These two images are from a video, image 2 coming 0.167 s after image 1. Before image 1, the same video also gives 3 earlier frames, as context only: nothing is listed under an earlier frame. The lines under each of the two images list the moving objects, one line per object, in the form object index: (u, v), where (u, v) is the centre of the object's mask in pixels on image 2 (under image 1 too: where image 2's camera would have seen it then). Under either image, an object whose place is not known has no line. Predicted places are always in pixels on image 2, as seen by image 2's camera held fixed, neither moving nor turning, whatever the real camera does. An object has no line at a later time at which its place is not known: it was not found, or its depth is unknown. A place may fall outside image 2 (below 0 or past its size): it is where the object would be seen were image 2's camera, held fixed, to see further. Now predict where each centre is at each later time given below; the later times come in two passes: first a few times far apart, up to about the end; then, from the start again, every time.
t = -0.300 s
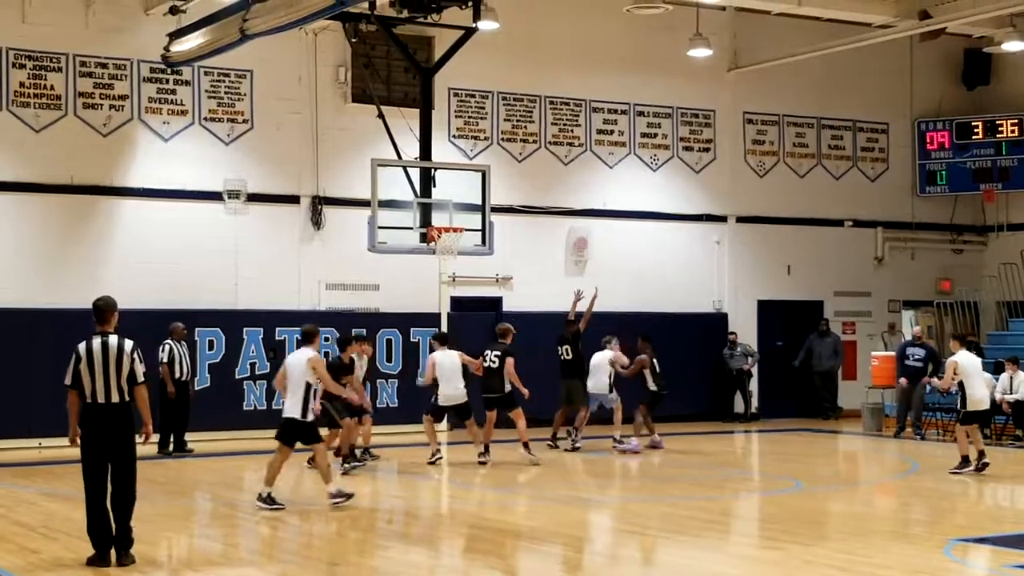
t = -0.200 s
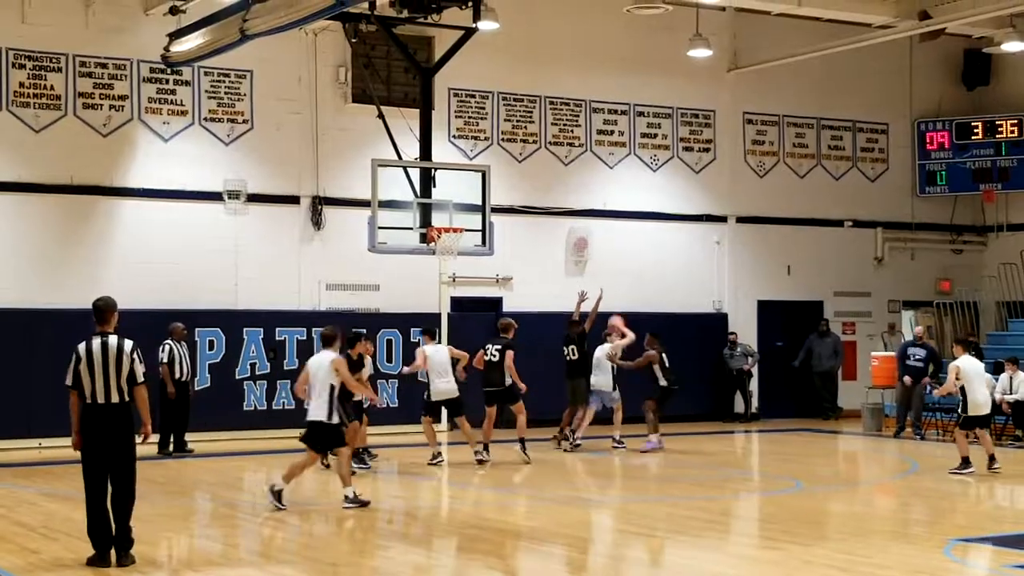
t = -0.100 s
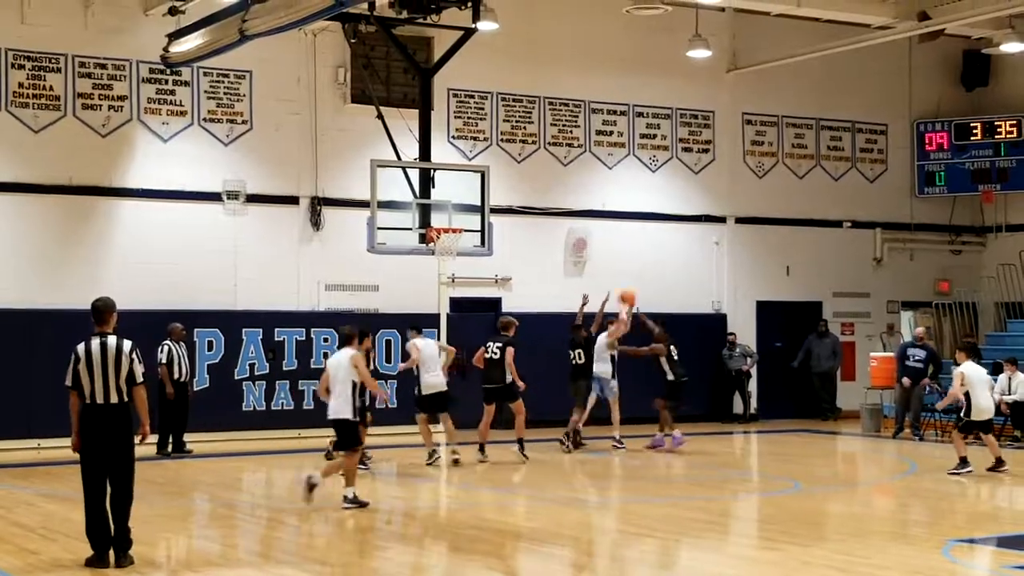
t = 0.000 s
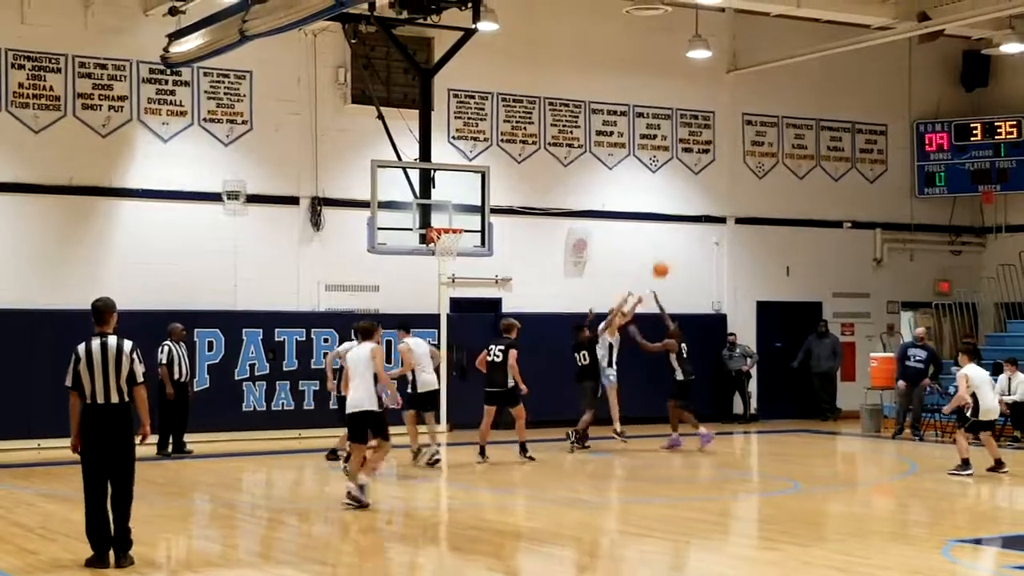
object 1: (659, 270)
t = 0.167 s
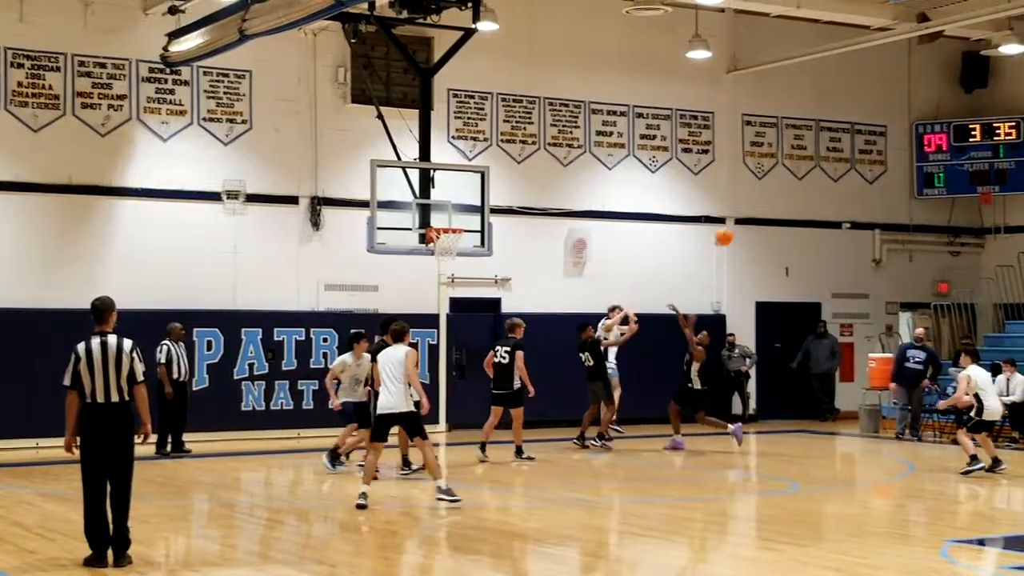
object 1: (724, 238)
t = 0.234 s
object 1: (751, 228)
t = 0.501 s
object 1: (869, 227)
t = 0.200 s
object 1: (737, 233)
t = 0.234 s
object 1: (751, 228)
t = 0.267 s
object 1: (765, 225)
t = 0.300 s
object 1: (779, 223)
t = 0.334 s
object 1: (793, 221)
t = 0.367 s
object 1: (808, 221)
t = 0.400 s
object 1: (823, 222)
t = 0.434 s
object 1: (838, 222)
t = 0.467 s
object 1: (852, 224)
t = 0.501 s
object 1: (869, 227)
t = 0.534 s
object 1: (884, 231)
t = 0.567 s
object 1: (900, 236)
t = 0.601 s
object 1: (917, 242)
